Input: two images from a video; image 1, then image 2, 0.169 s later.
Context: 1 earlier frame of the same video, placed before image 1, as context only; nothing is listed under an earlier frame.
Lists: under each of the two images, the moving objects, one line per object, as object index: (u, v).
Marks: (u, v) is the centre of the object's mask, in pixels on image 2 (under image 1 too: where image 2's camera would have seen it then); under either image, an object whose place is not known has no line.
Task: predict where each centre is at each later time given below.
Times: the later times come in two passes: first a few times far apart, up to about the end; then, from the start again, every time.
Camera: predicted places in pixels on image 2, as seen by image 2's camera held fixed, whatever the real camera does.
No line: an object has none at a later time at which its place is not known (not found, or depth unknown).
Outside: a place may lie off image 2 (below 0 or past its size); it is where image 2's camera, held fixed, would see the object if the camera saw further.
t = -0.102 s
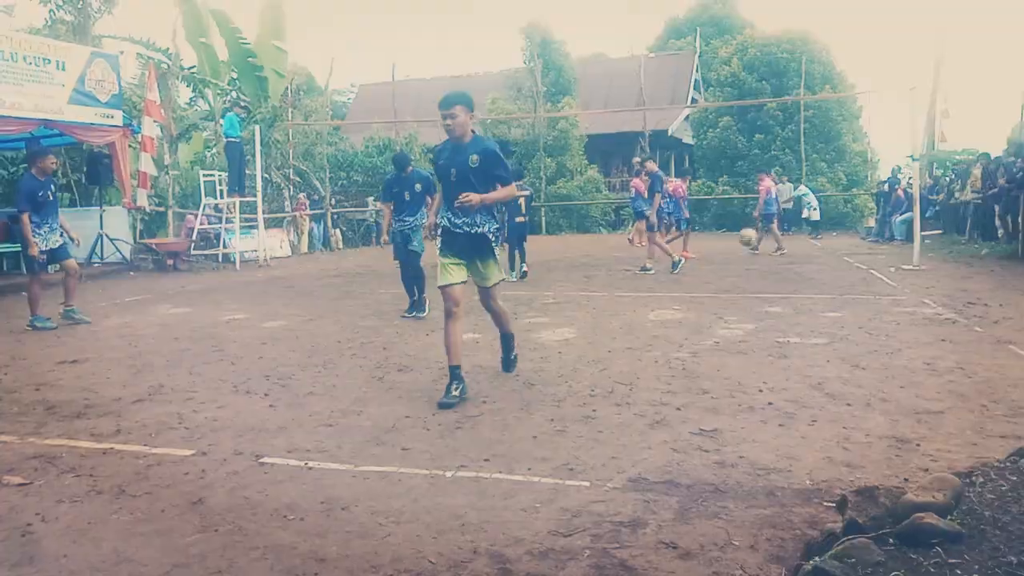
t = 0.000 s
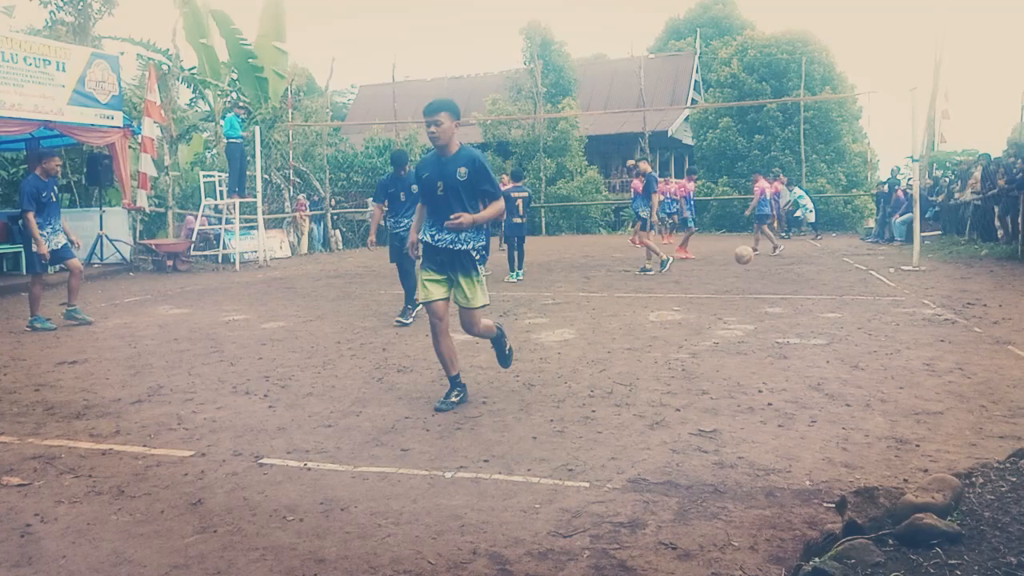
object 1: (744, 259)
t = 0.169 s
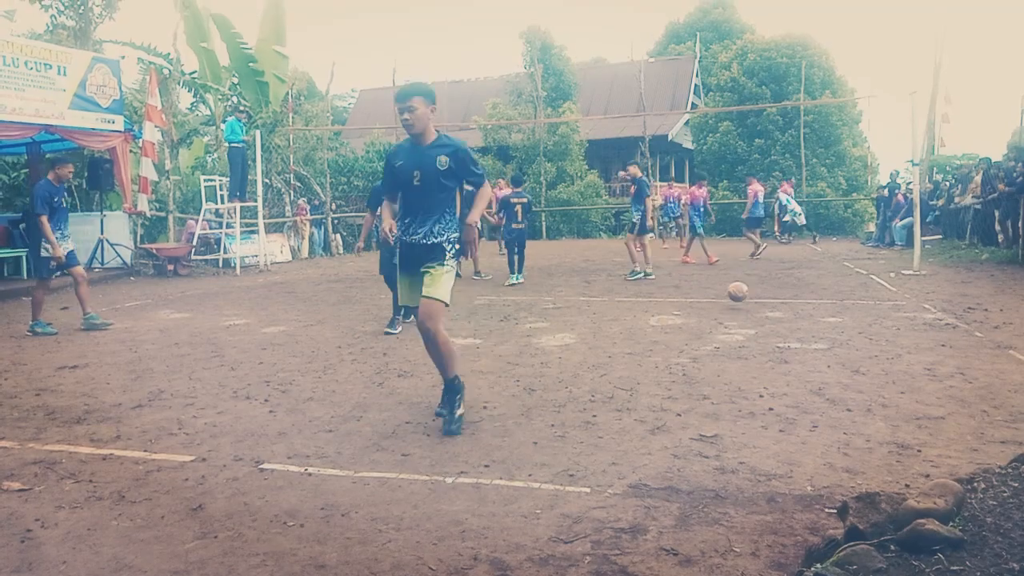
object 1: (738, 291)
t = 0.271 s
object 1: (734, 276)
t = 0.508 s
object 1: (724, 276)
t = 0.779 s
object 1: (706, 324)
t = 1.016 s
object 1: (678, 327)
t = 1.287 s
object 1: (630, 379)
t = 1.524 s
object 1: (564, 430)
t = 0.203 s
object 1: (736, 286)
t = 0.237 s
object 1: (735, 280)
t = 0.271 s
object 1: (734, 276)
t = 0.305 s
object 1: (733, 273)
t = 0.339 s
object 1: (731, 270)
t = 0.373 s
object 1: (730, 269)
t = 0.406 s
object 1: (729, 270)
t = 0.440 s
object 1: (728, 270)
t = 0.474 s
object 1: (726, 273)
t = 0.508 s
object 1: (724, 276)
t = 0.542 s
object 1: (723, 283)
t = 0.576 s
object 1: (721, 290)
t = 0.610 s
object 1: (719, 299)
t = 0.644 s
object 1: (717, 309)
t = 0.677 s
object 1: (715, 322)
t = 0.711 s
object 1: (712, 336)
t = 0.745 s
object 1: (710, 330)
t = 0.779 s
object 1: (706, 324)
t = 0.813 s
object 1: (703, 320)
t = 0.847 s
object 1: (699, 317)
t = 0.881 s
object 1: (695, 316)
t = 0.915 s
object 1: (691, 316)
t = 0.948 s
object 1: (686, 318)
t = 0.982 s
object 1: (682, 321)
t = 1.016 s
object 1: (678, 327)
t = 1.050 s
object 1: (672, 335)
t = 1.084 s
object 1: (667, 344)
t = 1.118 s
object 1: (662, 356)
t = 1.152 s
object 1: (657, 371)
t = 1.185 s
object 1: (652, 381)
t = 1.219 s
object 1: (645, 377)
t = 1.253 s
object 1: (637, 377)
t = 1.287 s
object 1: (630, 379)
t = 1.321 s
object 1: (622, 383)
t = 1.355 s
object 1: (613, 389)
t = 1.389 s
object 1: (604, 398)
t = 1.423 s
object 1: (594, 410)
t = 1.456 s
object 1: (585, 427)
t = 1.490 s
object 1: (574, 427)
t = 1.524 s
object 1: (564, 430)
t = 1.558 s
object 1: (552, 435)
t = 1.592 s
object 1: (538, 444)
